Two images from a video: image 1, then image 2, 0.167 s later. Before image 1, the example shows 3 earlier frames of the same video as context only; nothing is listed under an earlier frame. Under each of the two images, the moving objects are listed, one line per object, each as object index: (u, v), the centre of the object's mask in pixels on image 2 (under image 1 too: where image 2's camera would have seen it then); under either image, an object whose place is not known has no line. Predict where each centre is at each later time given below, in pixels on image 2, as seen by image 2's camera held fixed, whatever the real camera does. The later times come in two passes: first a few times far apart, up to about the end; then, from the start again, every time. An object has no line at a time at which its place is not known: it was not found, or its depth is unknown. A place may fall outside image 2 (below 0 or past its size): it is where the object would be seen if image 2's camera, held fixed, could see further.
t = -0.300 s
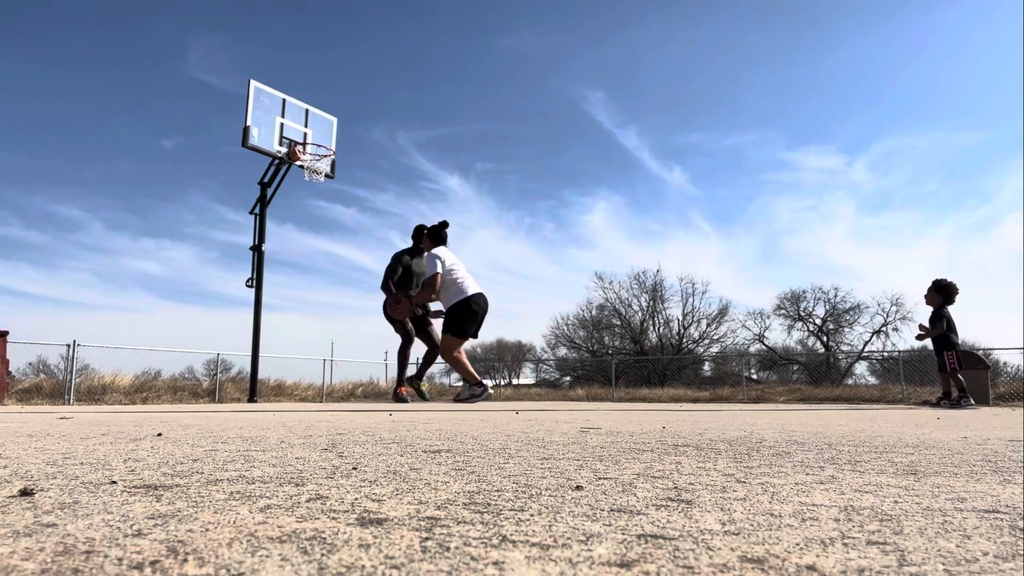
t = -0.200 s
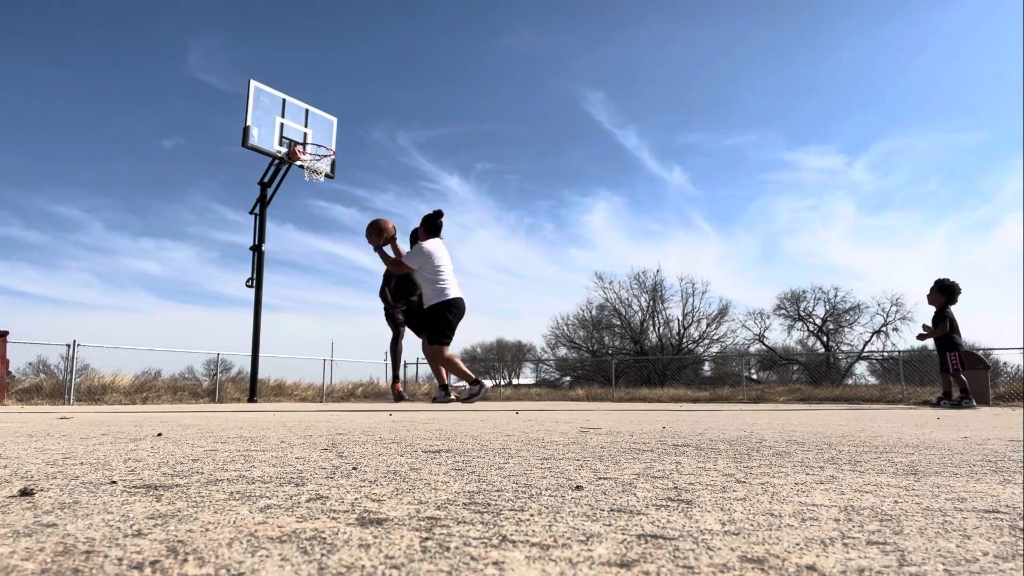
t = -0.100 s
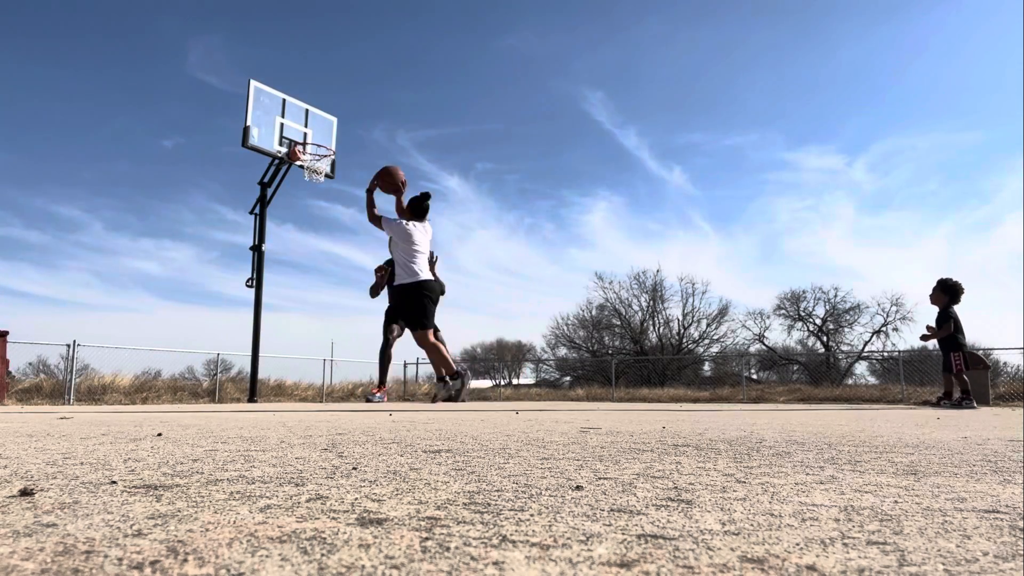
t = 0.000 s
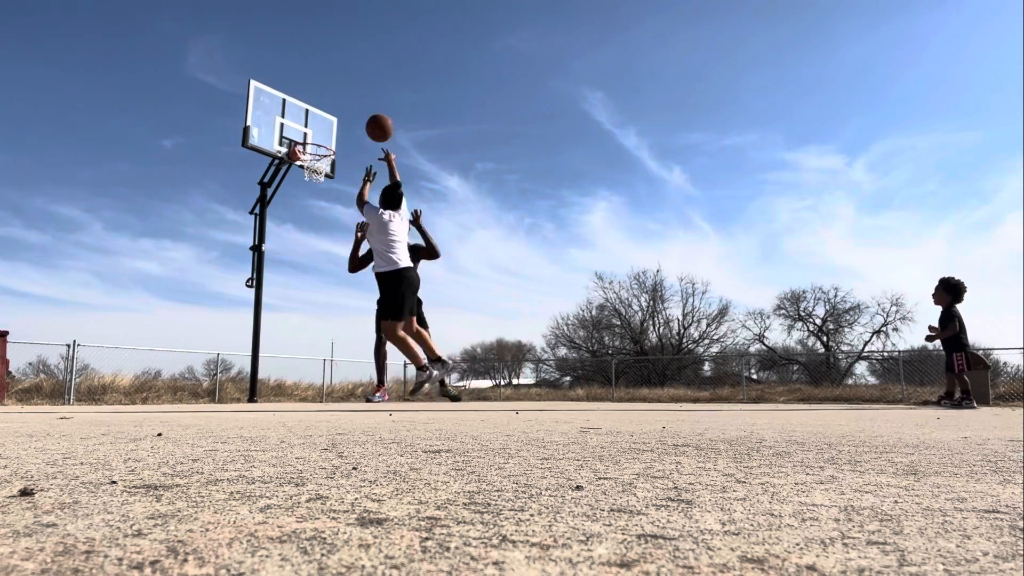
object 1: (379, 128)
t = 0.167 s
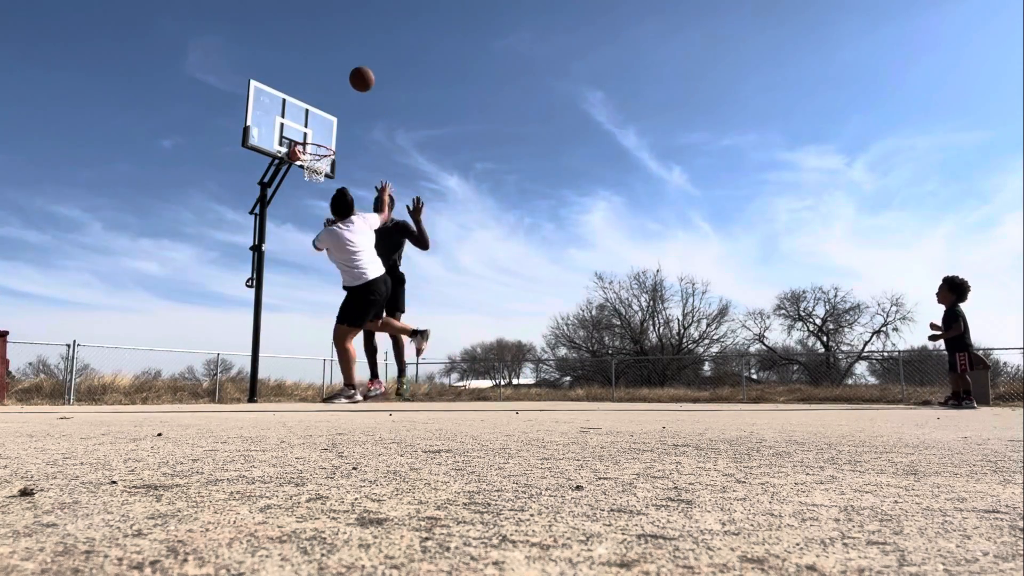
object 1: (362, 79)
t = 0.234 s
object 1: (355, 70)
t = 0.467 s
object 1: (336, 71)
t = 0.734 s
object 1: (317, 123)
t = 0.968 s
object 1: (320, 134)
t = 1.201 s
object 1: (309, 129)
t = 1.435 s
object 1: (308, 133)
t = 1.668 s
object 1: (317, 144)
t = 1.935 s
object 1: (319, 182)
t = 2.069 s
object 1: (318, 210)
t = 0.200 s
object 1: (359, 74)
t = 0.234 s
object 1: (355, 70)
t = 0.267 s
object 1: (352, 67)
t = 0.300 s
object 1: (349, 66)
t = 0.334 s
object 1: (347, 65)
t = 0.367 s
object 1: (344, 65)
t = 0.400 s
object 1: (341, 67)
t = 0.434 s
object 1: (338, 68)
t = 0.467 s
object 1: (336, 71)
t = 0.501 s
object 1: (333, 75)
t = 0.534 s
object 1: (331, 79)
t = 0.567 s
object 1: (329, 84)
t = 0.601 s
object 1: (326, 91)
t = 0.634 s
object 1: (324, 98)
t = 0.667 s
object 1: (321, 105)
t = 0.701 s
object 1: (319, 113)
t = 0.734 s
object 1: (317, 123)
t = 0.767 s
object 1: (315, 132)
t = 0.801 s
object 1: (313, 141)
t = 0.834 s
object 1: (313, 147)
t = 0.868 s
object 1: (318, 145)
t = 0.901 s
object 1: (322, 143)
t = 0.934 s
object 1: (321, 138)
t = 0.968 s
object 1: (320, 134)
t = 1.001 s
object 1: (318, 130)
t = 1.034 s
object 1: (317, 128)
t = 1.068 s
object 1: (316, 127)
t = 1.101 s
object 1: (314, 126)
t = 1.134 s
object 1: (313, 126)
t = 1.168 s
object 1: (311, 128)
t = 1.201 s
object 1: (309, 129)
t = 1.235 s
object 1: (307, 132)
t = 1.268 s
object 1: (306, 136)
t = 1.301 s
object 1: (304, 139)
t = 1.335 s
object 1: (304, 141)
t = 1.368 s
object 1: (305, 137)
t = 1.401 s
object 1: (306, 135)
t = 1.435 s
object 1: (308, 133)
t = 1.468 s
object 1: (309, 133)
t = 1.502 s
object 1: (310, 132)
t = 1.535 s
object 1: (312, 133)
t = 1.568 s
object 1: (313, 135)
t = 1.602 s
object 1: (314, 137)
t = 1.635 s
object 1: (315, 140)
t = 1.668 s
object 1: (317, 144)
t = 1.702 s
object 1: (318, 150)
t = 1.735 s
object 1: (319, 155)
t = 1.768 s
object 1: (319, 162)
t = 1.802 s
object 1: (320, 167)
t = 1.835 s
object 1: (318, 172)
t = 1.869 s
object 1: (319, 177)
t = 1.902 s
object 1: (319, 178)
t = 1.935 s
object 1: (319, 182)
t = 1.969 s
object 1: (318, 188)
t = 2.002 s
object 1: (318, 195)
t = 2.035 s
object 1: (318, 202)
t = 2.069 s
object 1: (318, 210)
